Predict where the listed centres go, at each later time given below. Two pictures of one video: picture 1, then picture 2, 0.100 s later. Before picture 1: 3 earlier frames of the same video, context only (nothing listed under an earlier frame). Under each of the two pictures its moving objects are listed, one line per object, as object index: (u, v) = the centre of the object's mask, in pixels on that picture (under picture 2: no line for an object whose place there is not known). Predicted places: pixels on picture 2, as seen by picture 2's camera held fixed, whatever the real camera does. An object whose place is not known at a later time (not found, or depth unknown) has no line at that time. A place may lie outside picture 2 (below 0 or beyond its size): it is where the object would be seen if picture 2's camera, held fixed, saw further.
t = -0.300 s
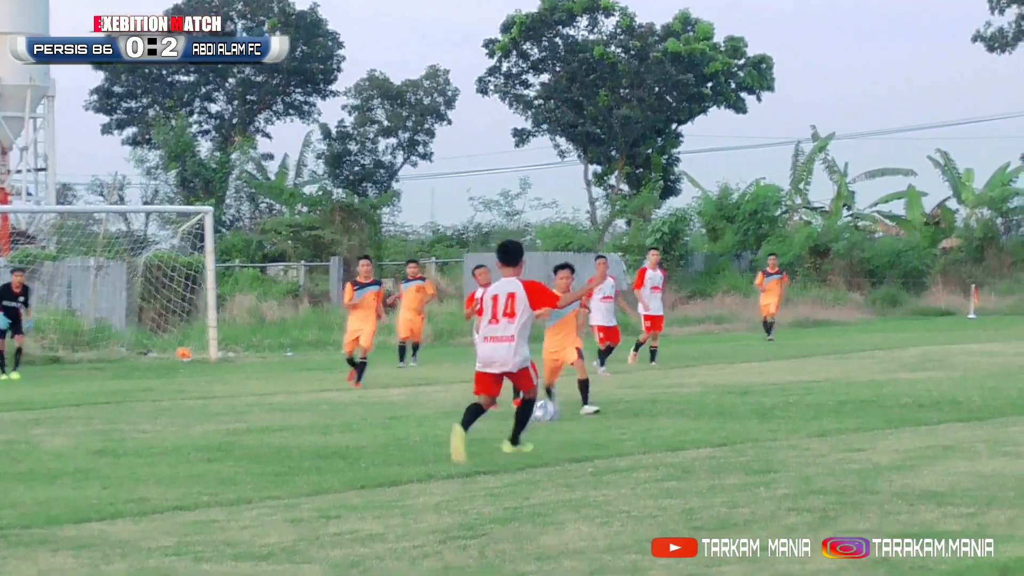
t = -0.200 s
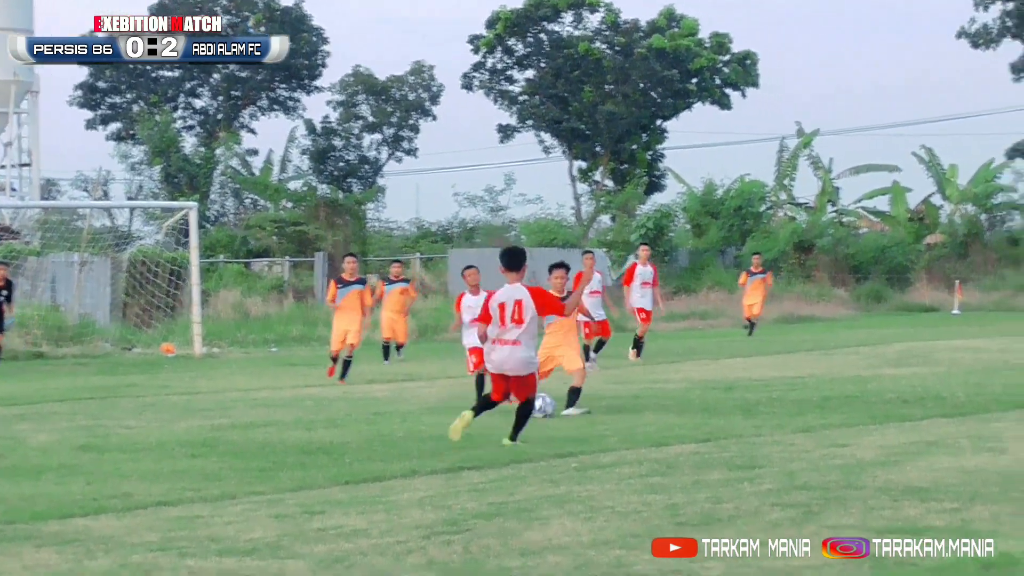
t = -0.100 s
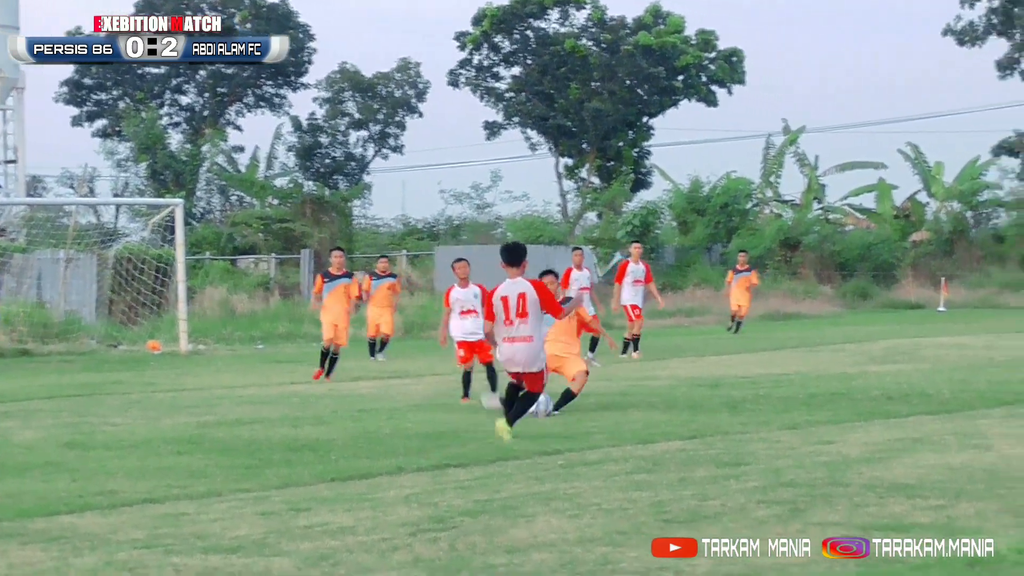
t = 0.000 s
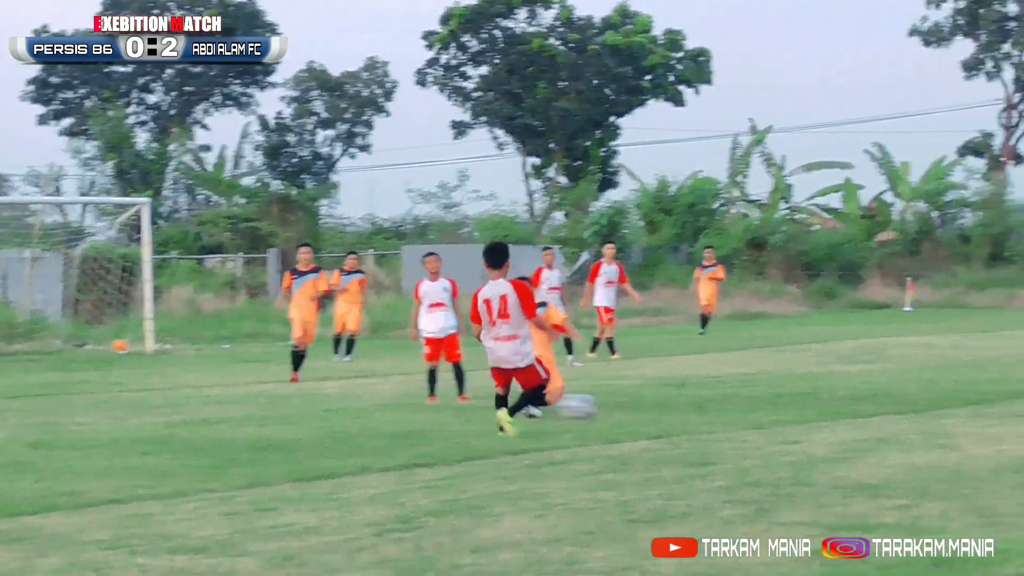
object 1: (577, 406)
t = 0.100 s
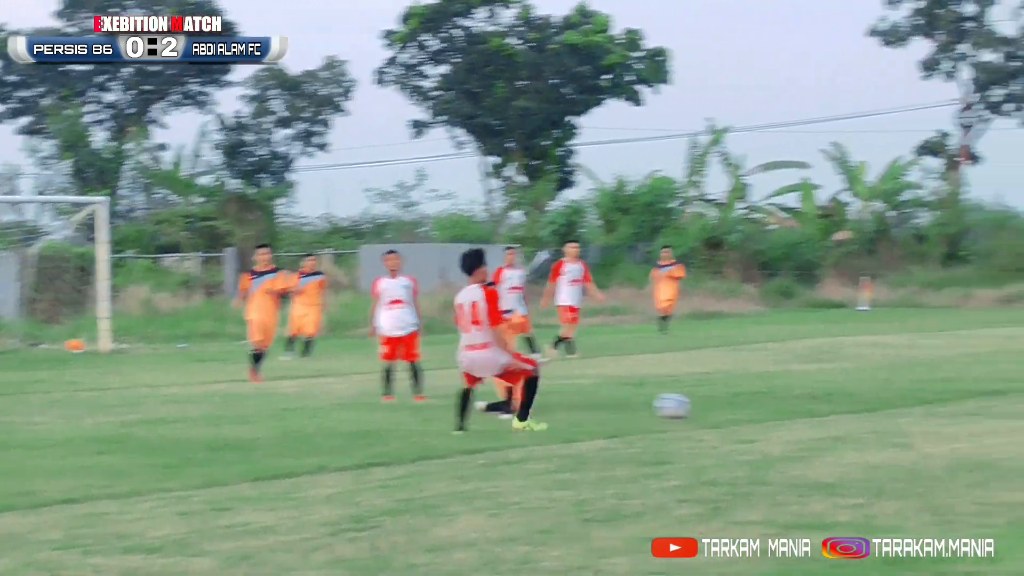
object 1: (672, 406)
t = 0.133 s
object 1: (700, 407)
